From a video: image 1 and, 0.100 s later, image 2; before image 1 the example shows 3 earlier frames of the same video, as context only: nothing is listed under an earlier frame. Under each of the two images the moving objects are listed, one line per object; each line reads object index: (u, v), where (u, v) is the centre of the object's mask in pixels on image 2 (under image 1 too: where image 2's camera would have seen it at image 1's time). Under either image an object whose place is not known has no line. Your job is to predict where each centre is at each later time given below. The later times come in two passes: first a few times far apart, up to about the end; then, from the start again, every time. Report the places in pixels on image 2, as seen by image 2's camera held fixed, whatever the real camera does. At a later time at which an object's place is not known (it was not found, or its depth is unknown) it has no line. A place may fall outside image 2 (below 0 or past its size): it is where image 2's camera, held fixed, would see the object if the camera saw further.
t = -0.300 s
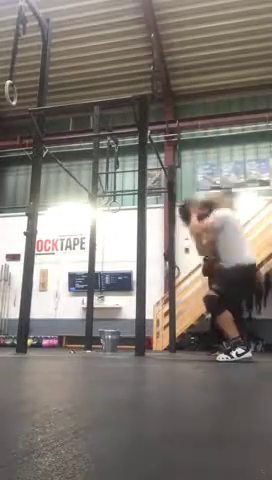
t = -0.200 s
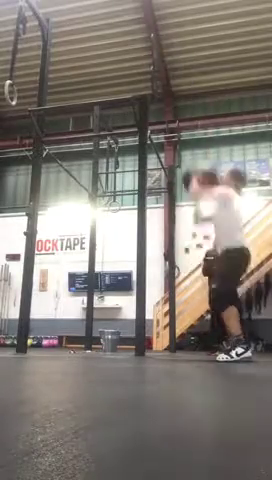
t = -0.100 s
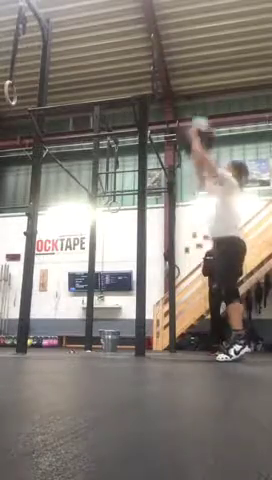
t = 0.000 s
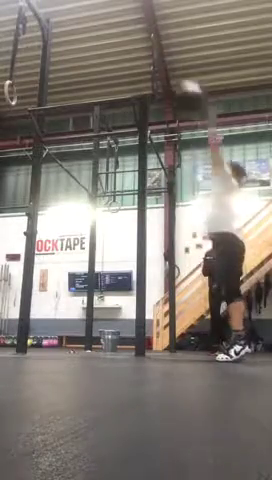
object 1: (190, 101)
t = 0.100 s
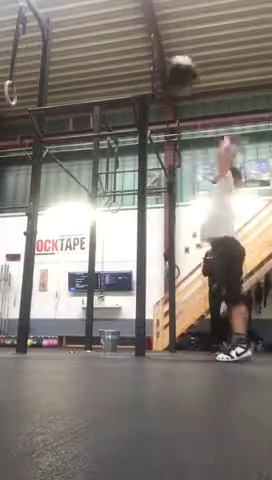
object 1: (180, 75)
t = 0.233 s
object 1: (171, 52)
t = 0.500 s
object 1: (175, 50)
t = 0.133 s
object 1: (177, 65)
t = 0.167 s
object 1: (176, 61)
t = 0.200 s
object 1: (173, 58)
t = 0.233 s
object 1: (171, 52)
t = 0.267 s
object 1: (169, 49)
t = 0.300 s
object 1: (168, 48)
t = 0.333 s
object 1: (168, 47)
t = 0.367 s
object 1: (169, 47)
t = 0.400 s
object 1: (170, 46)
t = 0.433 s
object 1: (172, 47)
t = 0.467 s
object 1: (174, 48)
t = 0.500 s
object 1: (175, 50)
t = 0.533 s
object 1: (177, 51)
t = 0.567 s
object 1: (178, 57)
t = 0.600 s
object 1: (180, 61)
